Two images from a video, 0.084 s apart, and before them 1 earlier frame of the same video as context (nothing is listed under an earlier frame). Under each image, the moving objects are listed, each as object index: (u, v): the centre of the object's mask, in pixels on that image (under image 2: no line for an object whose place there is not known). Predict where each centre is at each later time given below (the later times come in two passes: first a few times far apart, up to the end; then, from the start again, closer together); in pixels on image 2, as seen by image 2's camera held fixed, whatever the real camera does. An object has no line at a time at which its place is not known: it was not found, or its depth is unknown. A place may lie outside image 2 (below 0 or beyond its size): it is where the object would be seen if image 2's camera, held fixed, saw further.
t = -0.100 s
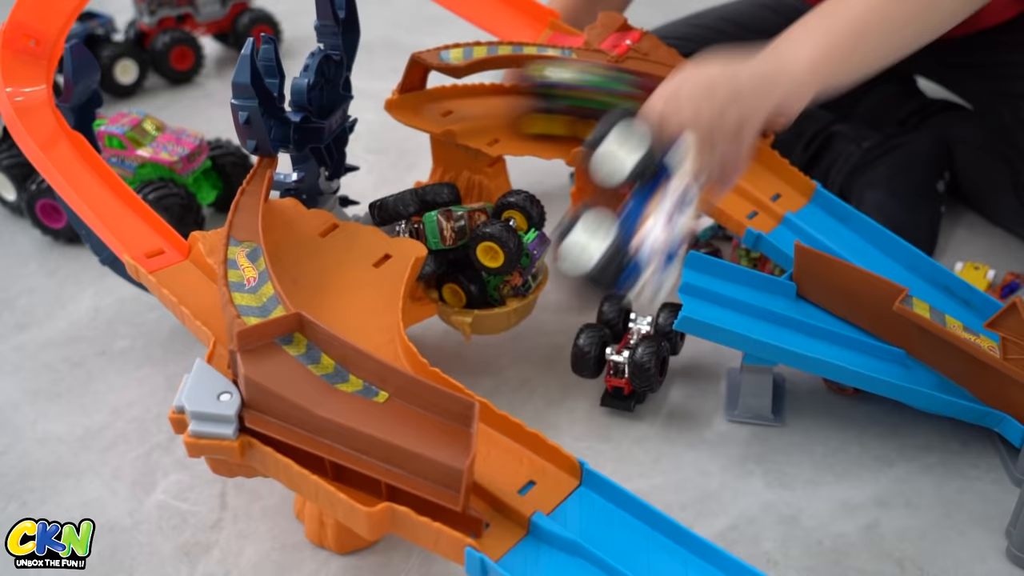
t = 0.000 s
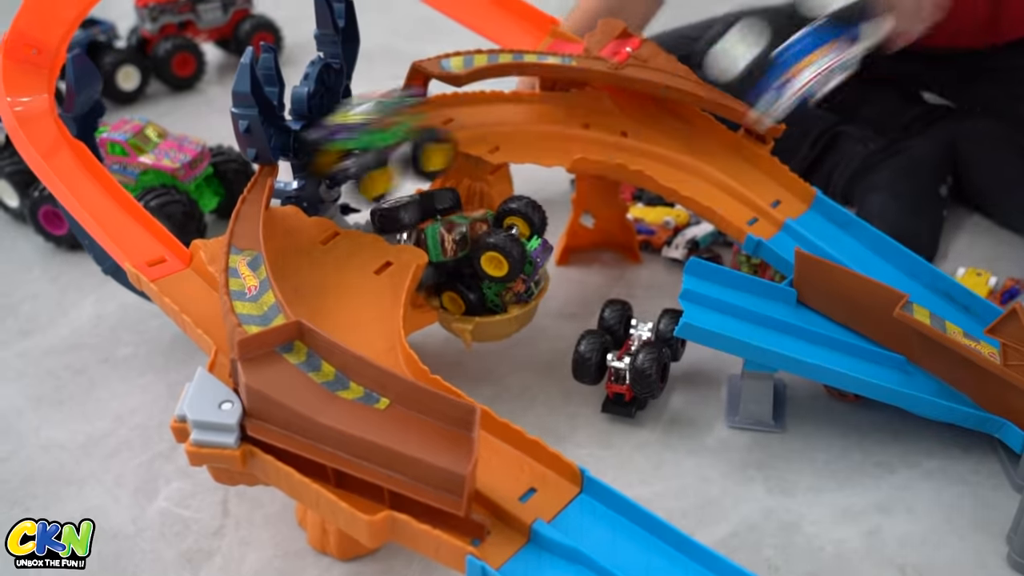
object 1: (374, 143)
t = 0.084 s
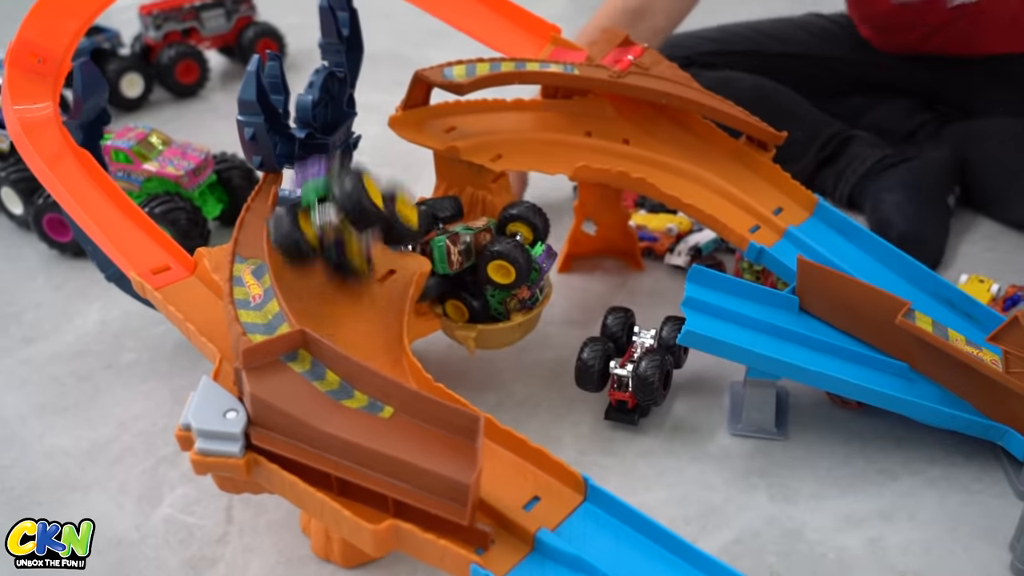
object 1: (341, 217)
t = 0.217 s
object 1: (413, 330)
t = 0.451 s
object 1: (590, 456)
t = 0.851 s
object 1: (757, 513)
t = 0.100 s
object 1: (343, 240)
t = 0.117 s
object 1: (349, 262)
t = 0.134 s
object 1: (356, 280)
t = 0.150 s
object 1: (360, 292)
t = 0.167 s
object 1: (368, 302)
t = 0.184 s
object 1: (381, 308)
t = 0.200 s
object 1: (396, 317)
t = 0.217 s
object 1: (413, 330)
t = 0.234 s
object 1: (431, 339)
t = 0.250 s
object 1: (451, 352)
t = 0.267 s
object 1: (470, 364)
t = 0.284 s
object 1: (487, 380)
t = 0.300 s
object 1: (500, 388)
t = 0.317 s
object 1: (512, 396)
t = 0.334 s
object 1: (523, 404)
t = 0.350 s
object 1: (532, 409)
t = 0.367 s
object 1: (541, 416)
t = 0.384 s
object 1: (550, 425)
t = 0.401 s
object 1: (560, 436)
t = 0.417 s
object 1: (569, 445)
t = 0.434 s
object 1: (580, 451)
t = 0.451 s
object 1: (590, 456)
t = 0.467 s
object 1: (600, 461)
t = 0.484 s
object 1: (609, 465)
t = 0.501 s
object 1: (617, 471)
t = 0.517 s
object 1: (627, 474)
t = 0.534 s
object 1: (637, 478)
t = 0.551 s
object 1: (645, 481)
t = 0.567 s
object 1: (654, 483)
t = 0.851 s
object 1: (757, 513)
